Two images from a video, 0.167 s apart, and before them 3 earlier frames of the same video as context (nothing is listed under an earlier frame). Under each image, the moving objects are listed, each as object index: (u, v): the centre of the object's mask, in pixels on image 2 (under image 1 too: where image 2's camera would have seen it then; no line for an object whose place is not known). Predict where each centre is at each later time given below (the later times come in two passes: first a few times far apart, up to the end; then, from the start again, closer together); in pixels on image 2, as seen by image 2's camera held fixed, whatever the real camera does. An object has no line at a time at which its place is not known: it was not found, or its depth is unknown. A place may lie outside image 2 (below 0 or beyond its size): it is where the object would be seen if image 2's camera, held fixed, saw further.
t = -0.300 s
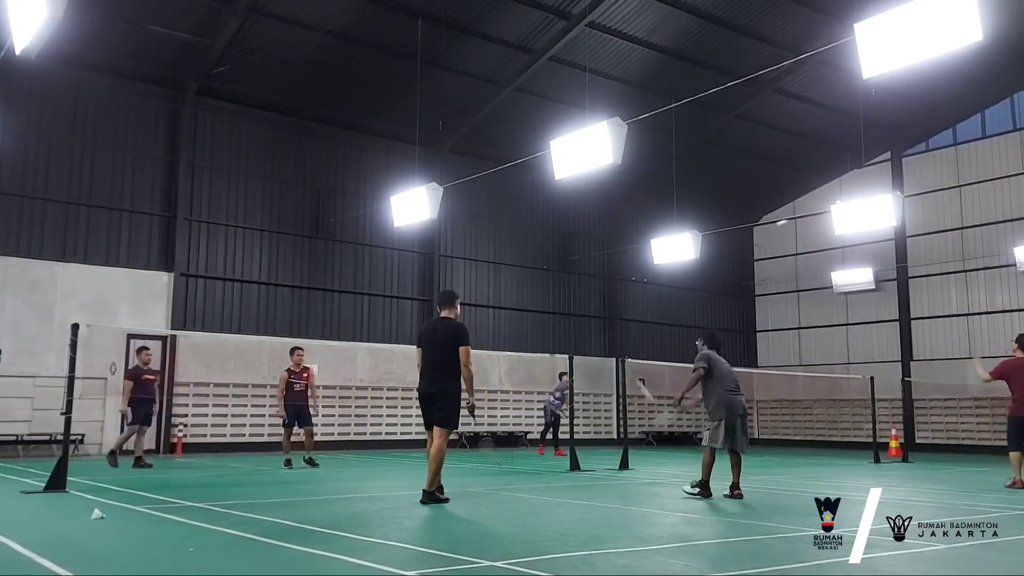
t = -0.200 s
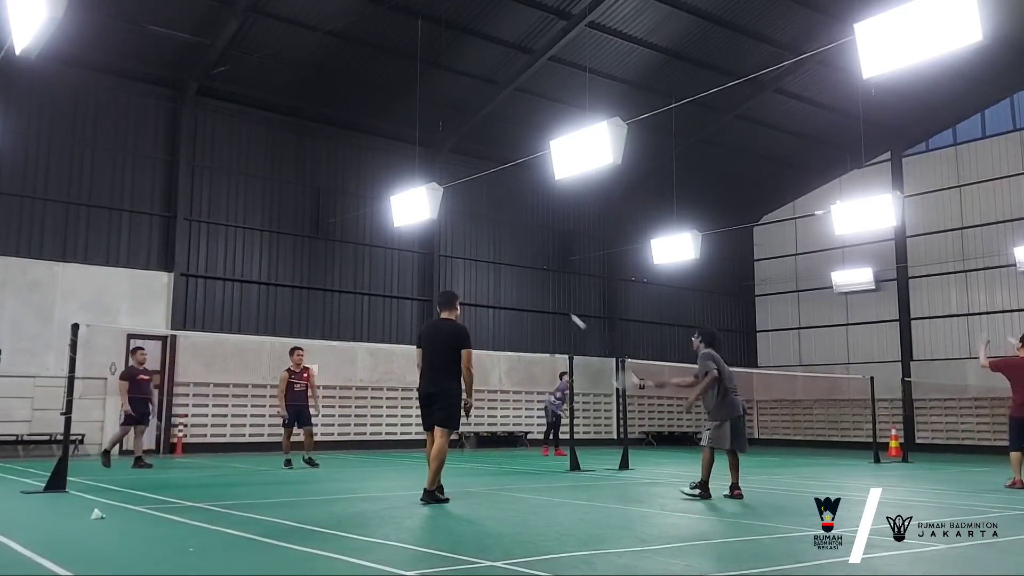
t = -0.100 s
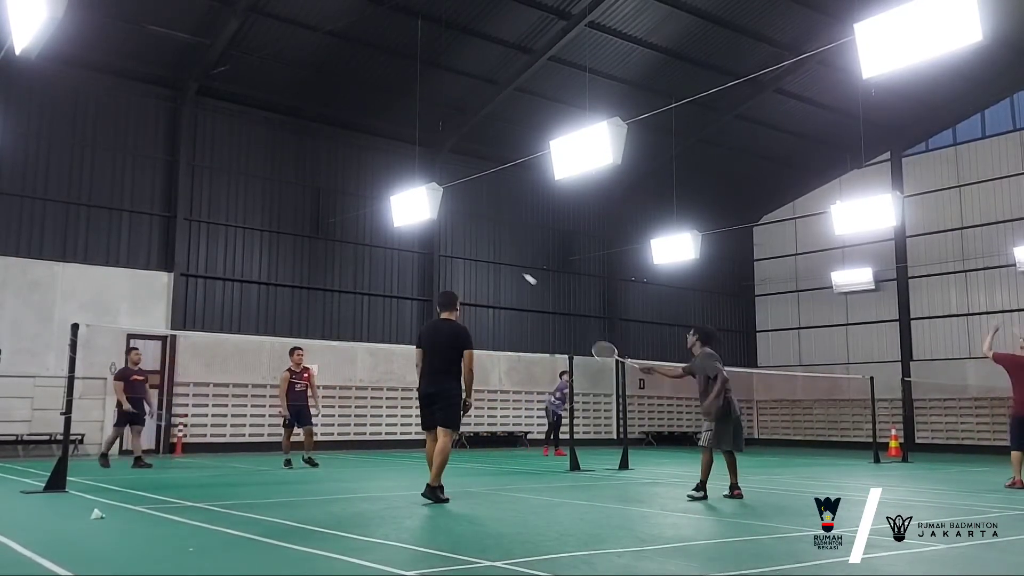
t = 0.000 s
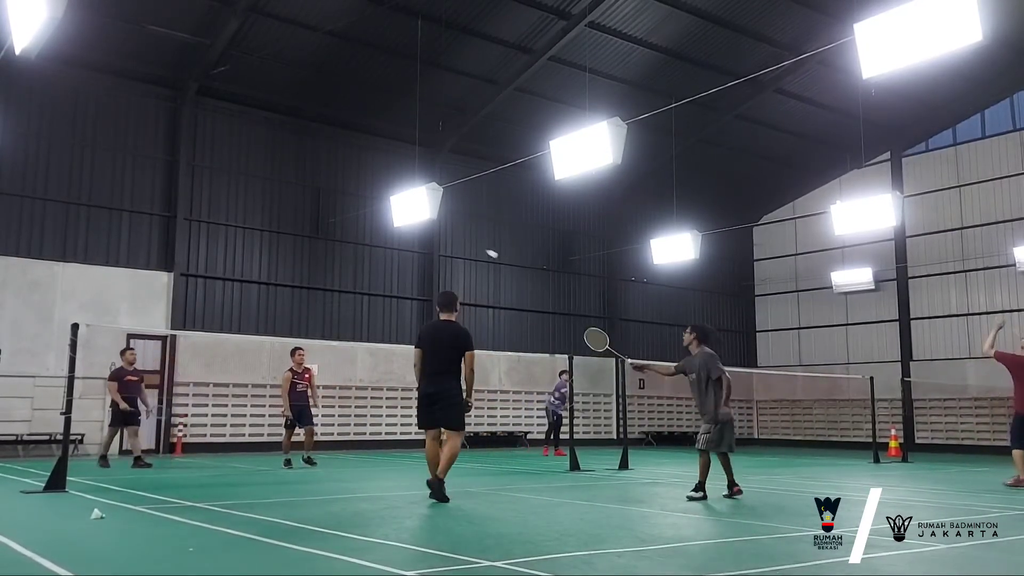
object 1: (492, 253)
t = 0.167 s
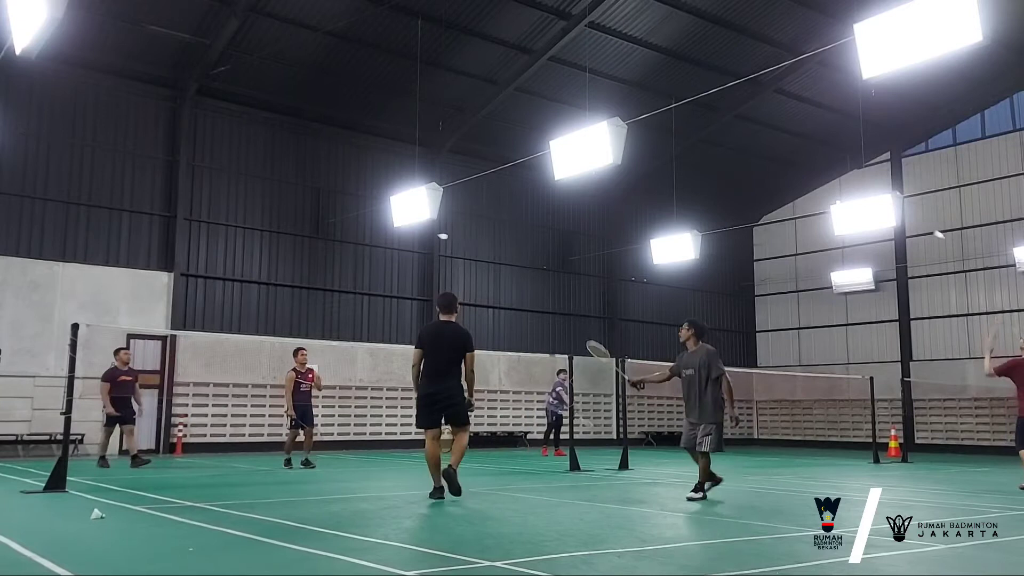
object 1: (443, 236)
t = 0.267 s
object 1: (419, 236)
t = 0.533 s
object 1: (367, 269)
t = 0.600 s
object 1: (356, 283)
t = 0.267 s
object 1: (419, 236)
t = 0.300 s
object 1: (411, 238)
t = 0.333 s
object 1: (404, 240)
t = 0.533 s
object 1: (367, 269)
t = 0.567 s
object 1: (362, 276)
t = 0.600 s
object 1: (356, 283)
